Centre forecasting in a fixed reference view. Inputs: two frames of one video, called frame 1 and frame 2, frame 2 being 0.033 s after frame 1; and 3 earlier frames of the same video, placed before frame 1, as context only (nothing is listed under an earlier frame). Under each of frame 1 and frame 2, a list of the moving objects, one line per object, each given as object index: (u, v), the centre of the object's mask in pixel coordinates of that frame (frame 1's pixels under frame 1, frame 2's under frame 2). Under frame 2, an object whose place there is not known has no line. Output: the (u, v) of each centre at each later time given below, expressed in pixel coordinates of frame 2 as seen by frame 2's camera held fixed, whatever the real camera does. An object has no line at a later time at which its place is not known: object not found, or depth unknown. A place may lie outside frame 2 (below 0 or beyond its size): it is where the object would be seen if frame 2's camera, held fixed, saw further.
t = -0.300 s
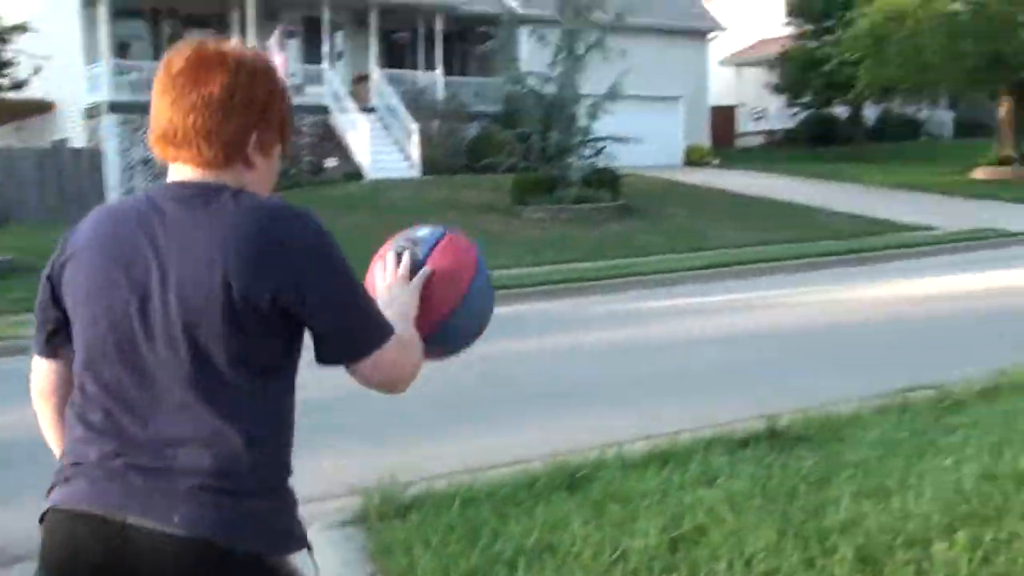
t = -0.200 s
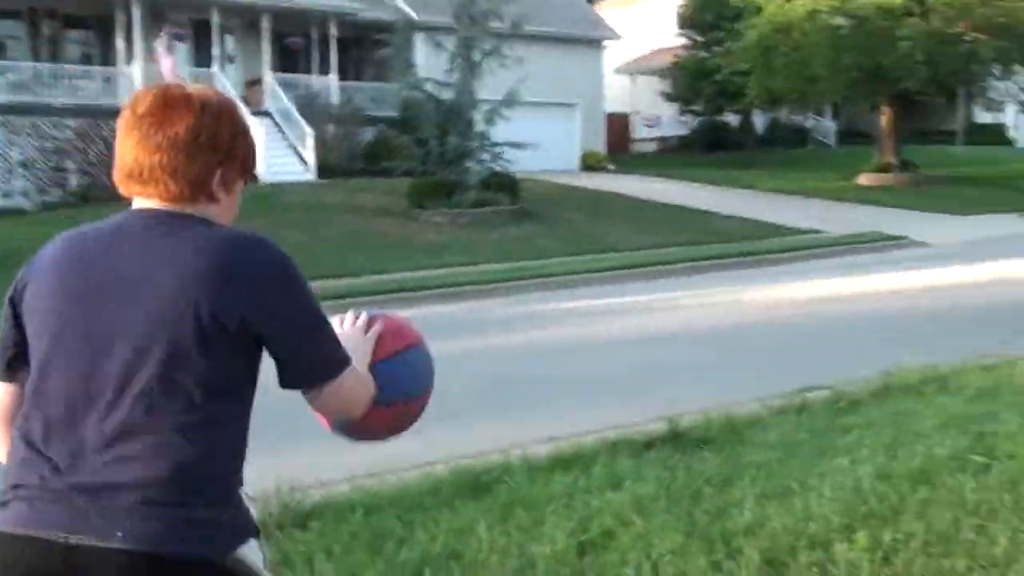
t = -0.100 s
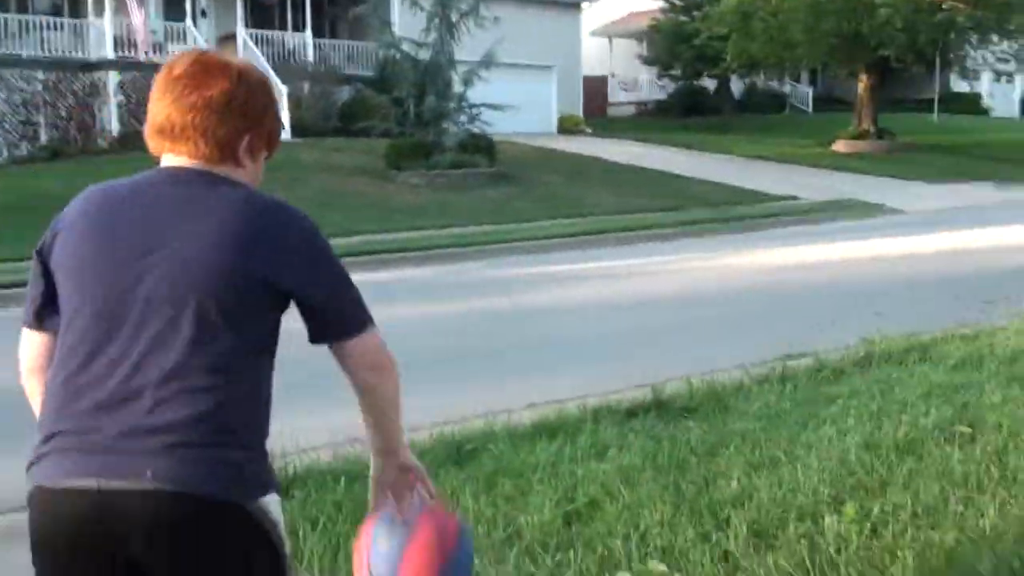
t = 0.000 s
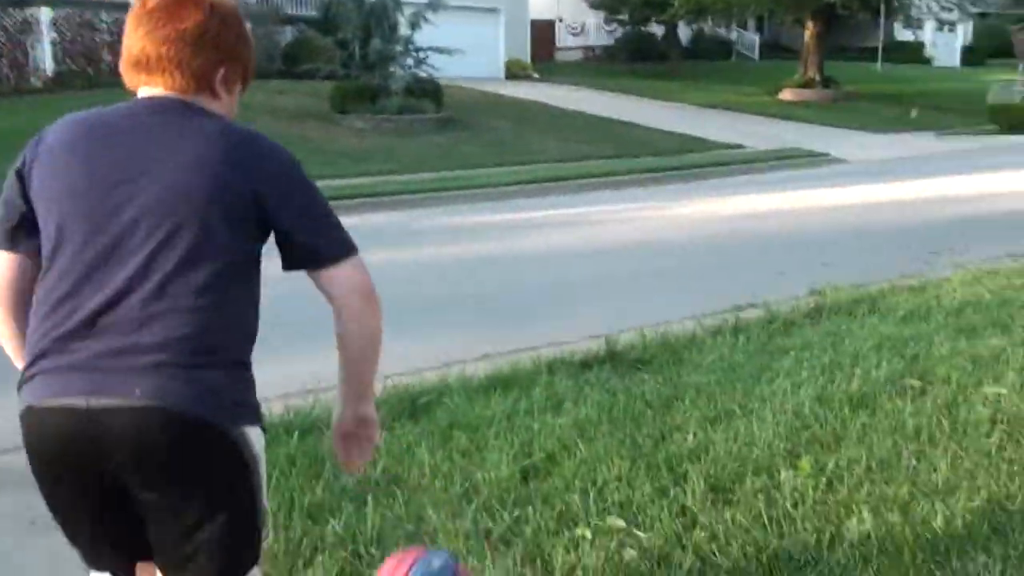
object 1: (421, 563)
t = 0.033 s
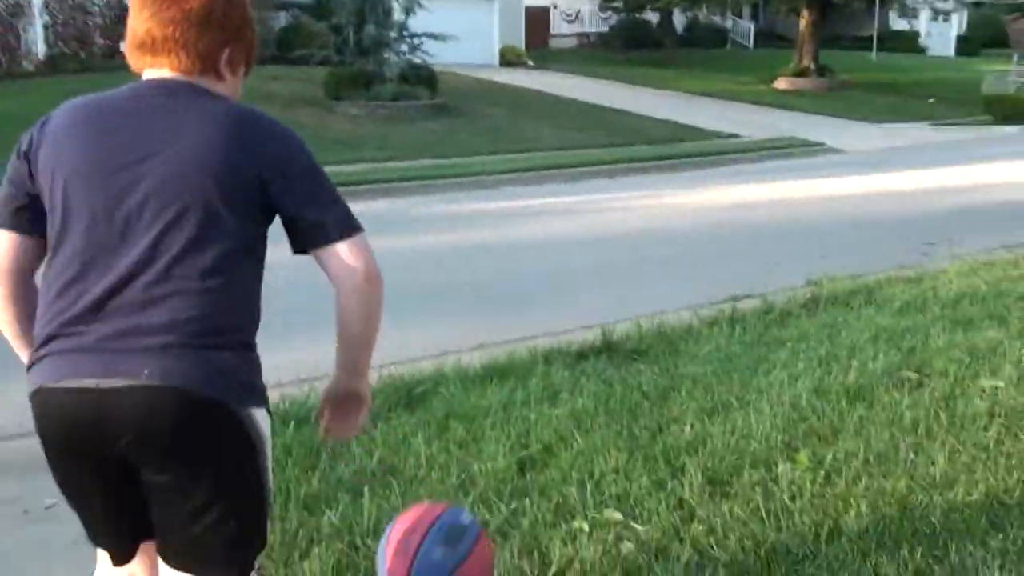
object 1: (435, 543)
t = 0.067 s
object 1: (450, 524)
